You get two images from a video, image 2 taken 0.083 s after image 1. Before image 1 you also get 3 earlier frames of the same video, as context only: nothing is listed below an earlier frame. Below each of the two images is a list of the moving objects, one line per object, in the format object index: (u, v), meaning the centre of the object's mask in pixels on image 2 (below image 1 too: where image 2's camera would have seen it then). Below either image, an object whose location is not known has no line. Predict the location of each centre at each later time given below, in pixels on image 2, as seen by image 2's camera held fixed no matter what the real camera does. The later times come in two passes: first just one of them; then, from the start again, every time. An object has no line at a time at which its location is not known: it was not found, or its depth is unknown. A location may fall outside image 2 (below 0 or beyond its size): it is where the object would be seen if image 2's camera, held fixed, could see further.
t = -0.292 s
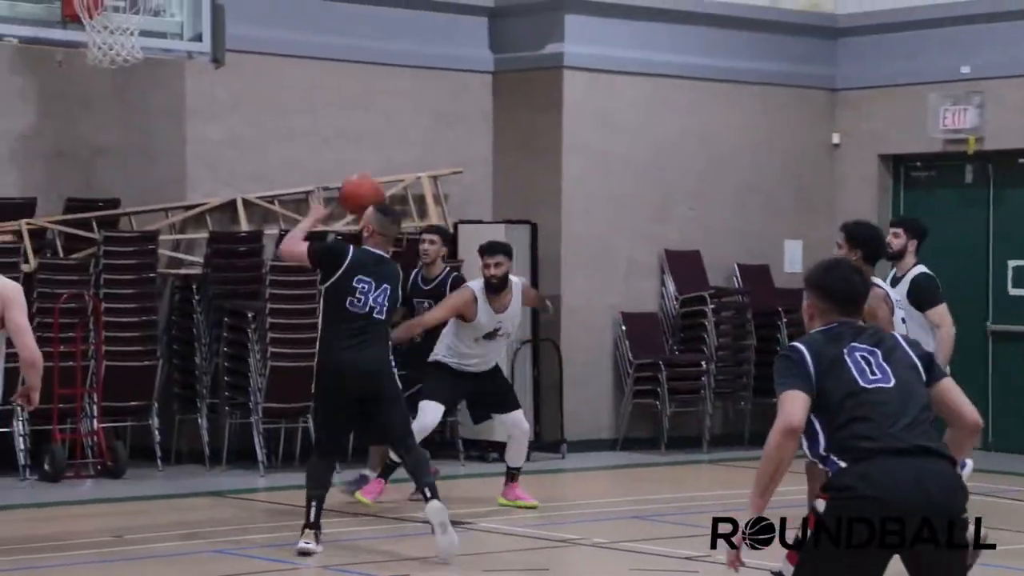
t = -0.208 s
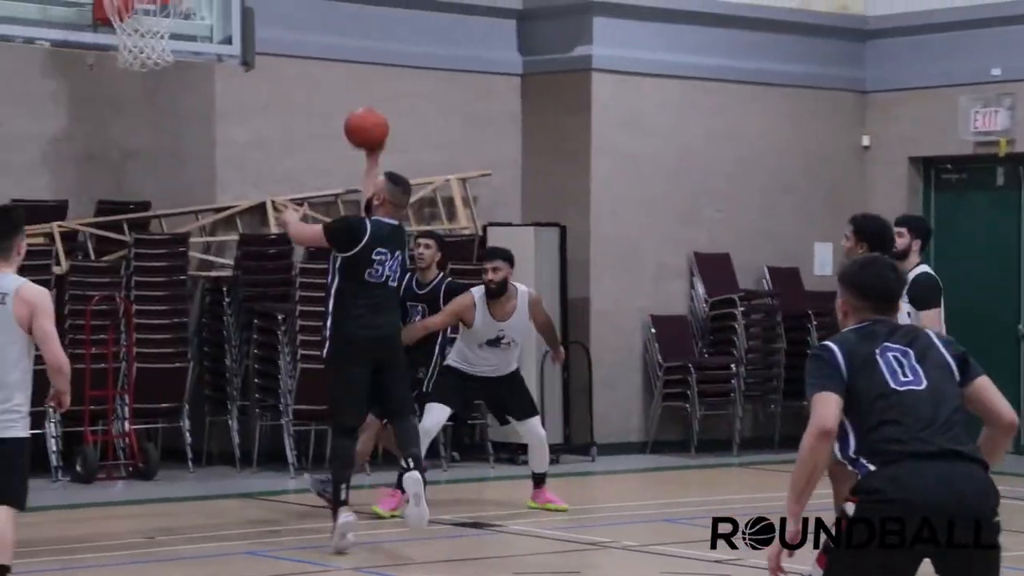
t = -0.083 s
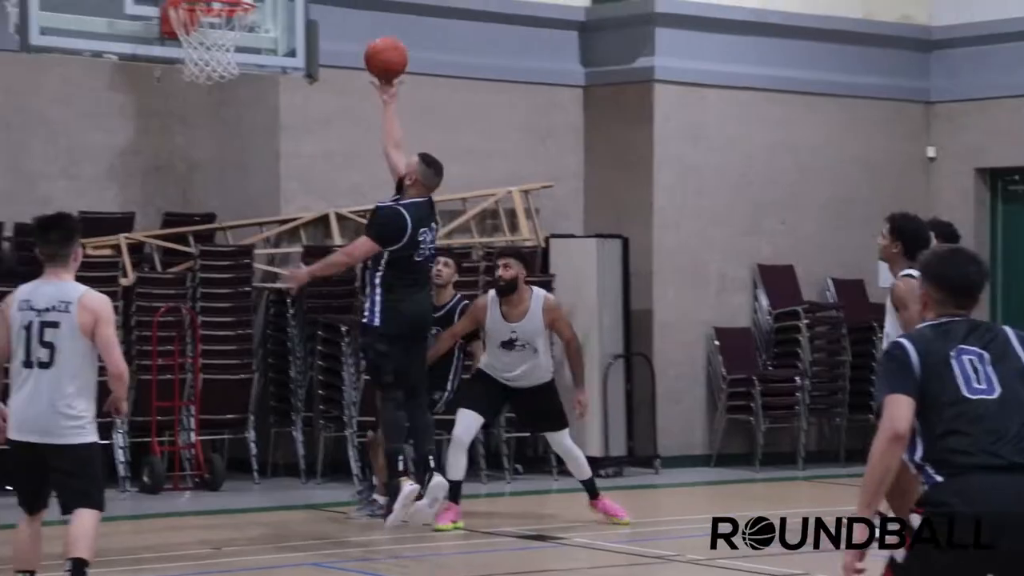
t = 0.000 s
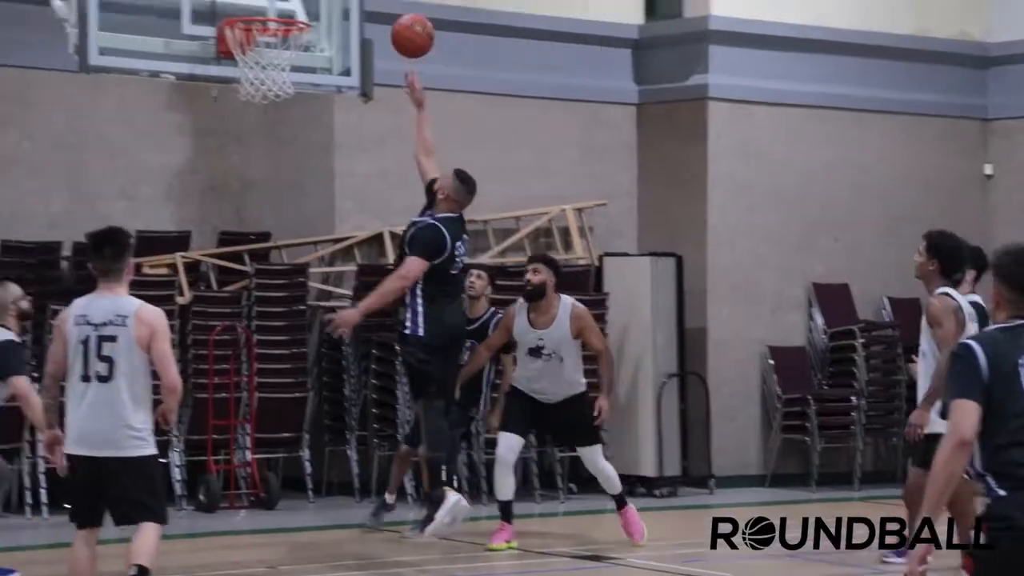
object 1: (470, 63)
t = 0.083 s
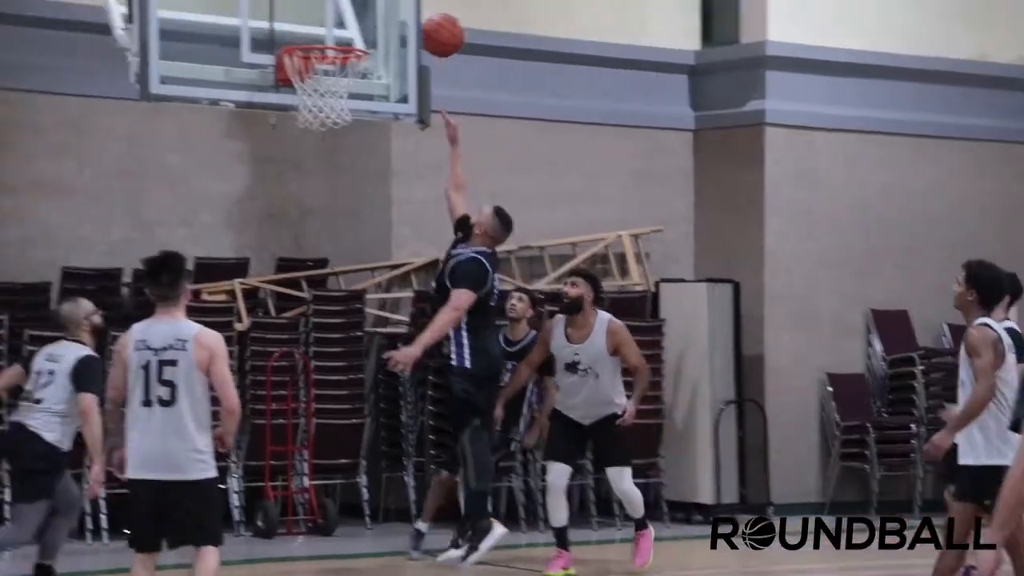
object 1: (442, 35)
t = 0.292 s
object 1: (377, 18)
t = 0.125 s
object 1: (429, 25)
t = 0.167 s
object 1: (415, 19)
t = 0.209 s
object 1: (403, 15)
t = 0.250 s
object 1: (390, 15)
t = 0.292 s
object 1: (377, 18)
